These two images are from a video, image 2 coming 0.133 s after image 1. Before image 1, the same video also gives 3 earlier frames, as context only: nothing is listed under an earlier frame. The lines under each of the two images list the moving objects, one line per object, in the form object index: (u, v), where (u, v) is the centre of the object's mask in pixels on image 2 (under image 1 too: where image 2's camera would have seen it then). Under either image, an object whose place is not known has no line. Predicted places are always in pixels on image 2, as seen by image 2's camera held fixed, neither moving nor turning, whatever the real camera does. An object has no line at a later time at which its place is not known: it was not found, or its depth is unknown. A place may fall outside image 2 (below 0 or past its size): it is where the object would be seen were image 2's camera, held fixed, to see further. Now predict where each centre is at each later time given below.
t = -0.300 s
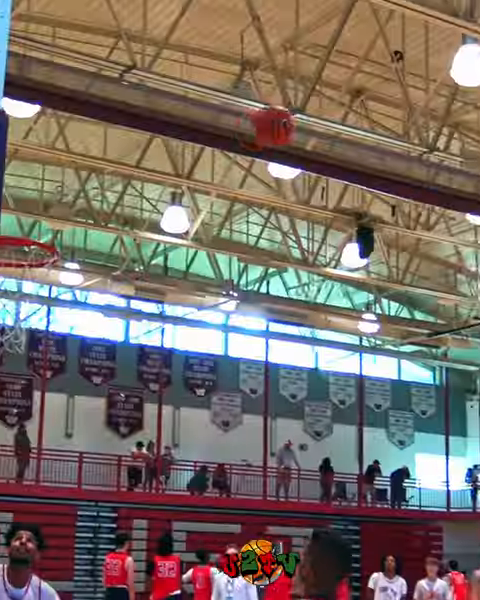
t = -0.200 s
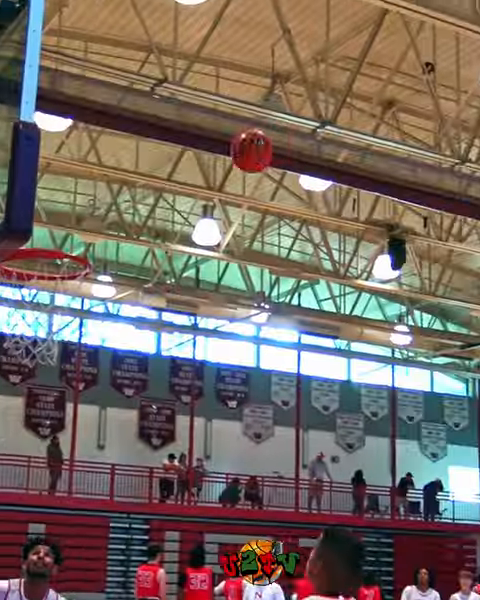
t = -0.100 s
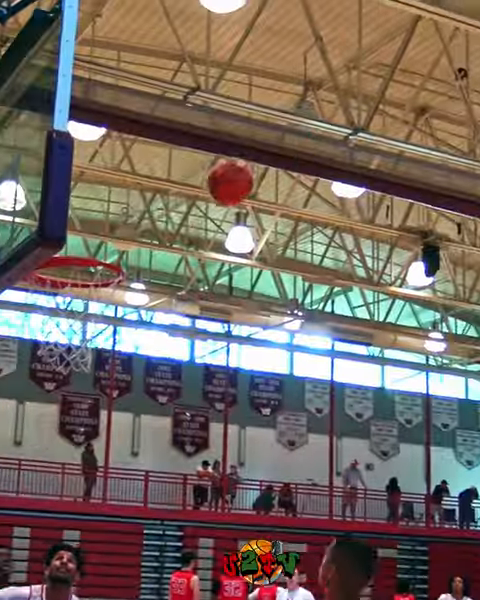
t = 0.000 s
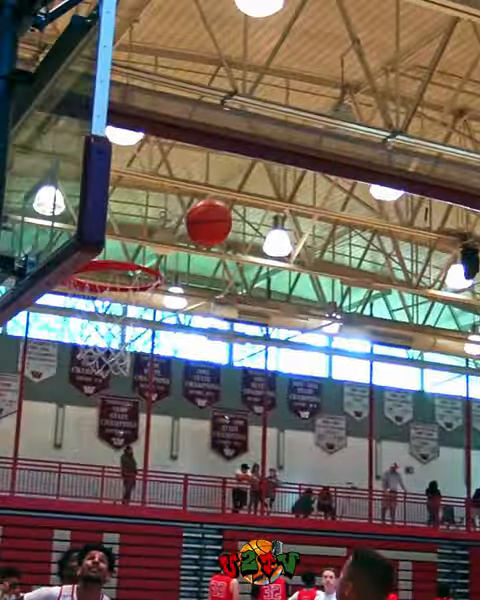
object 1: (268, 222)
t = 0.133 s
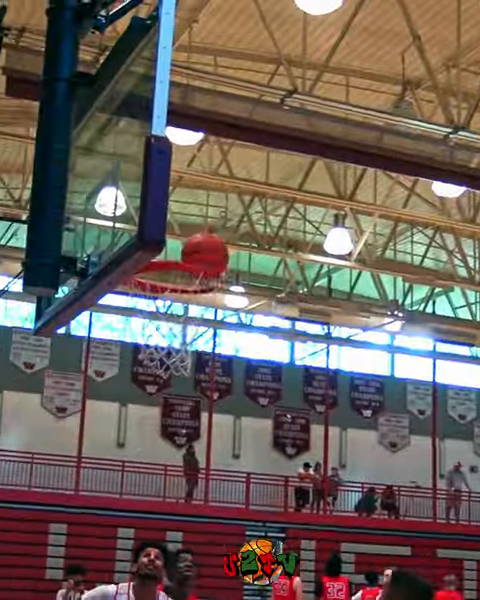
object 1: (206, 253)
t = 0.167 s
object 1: (200, 243)
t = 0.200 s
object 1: (195, 234)
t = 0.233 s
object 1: (191, 226)
